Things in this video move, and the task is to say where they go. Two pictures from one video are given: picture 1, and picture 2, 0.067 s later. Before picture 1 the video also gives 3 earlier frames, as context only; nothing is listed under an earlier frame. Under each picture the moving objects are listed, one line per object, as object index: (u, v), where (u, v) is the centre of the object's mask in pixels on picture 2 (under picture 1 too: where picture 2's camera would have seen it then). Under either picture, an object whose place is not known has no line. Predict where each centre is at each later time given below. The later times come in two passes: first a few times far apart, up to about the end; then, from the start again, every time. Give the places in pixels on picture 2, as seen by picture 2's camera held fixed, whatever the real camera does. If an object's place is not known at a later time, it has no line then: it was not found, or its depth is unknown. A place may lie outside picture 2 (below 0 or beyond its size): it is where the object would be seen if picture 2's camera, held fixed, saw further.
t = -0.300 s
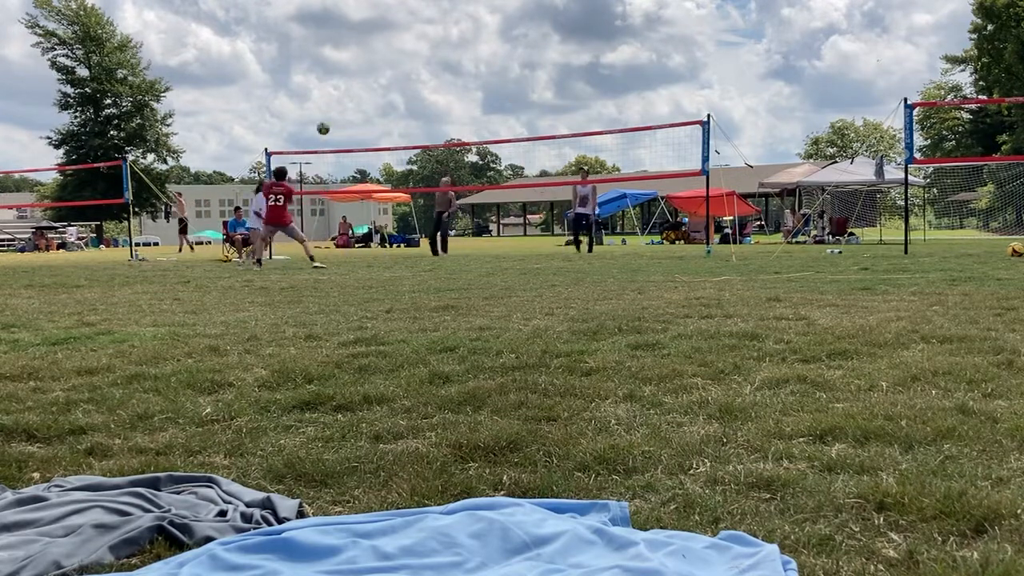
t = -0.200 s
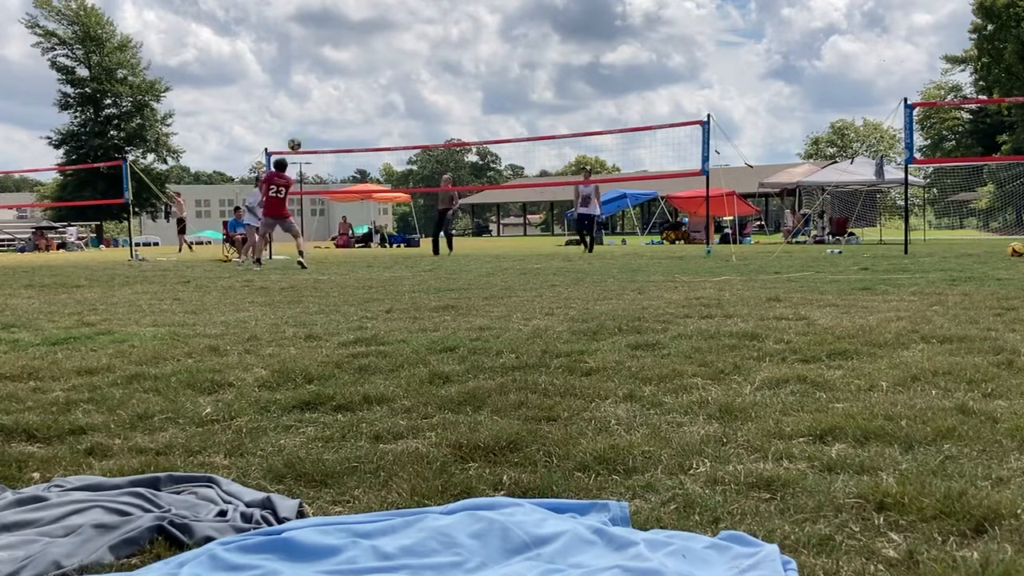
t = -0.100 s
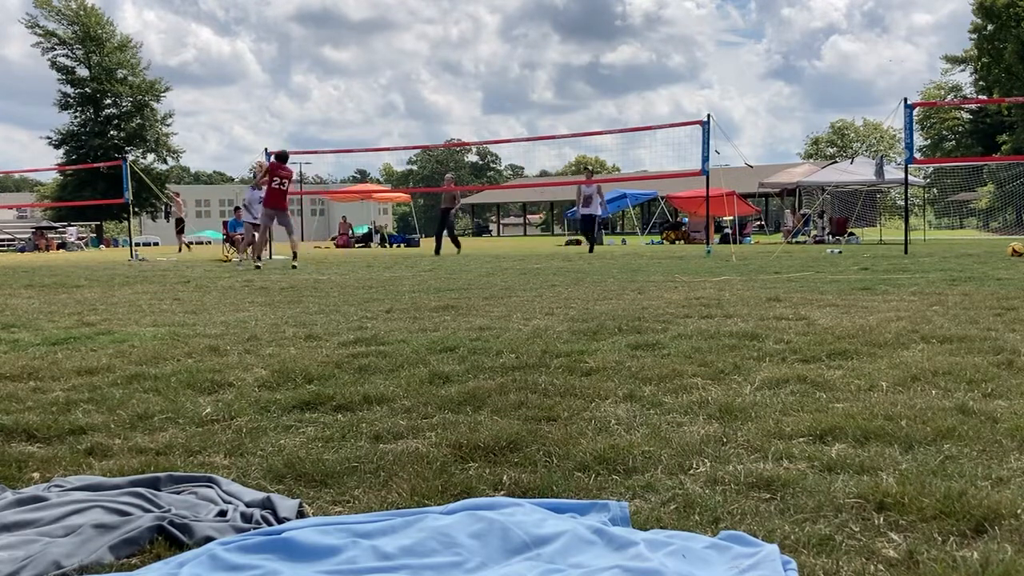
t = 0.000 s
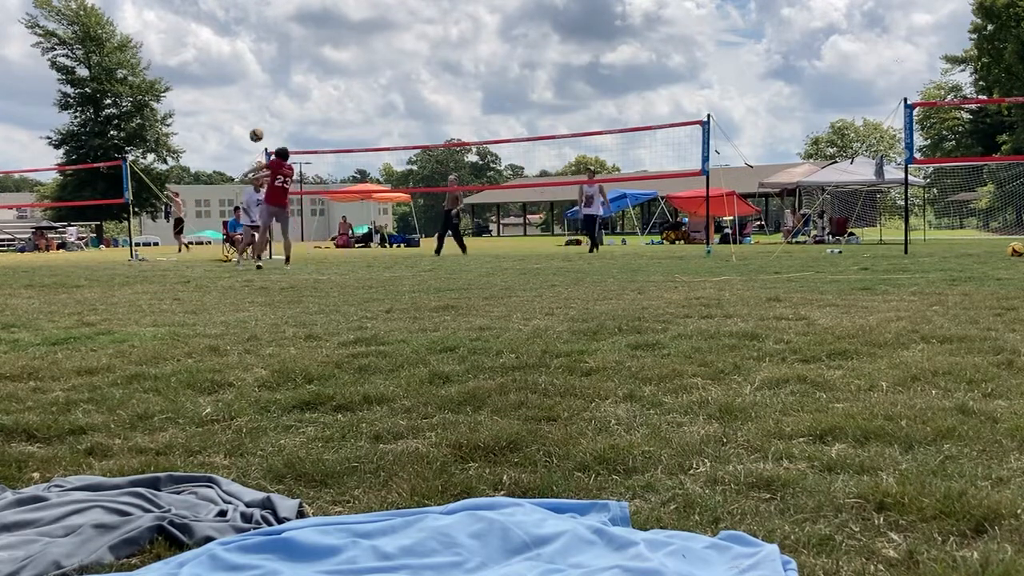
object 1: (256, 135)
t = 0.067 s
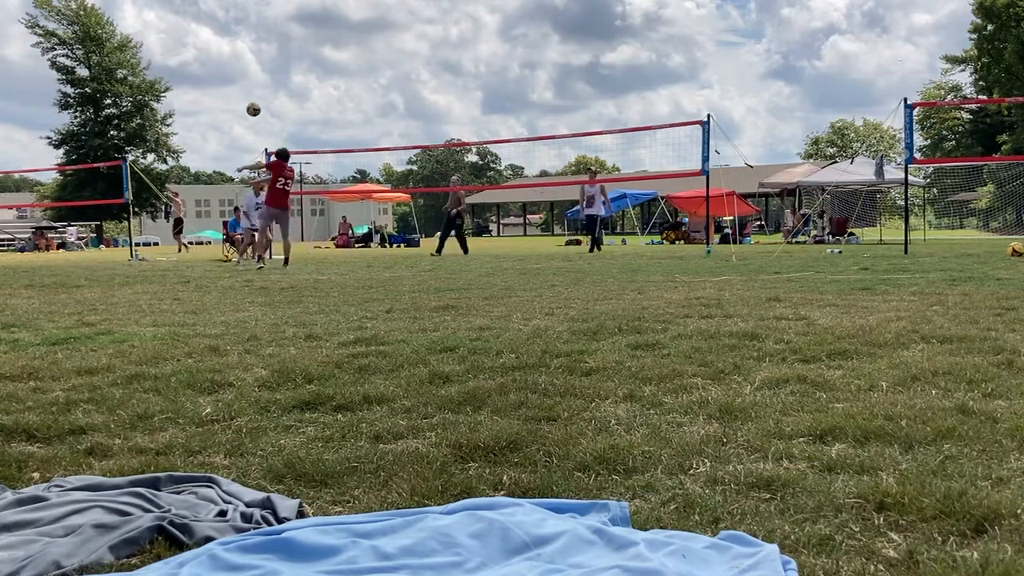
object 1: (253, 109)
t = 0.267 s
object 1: (246, 52)
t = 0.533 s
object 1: (239, 19)
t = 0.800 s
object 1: (234, 29)
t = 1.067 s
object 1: (231, 79)
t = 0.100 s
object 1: (252, 98)
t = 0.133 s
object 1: (251, 87)
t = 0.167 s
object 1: (249, 77)
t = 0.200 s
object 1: (248, 68)
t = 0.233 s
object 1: (247, 60)
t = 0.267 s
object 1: (246, 52)
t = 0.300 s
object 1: (245, 46)
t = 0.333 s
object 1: (244, 40)
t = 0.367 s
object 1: (243, 34)
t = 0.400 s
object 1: (242, 30)
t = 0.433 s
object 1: (241, 26)
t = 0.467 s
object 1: (240, 23)
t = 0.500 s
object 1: (240, 20)
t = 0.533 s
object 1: (239, 19)
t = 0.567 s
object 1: (238, 18)
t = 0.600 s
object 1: (237, 17)
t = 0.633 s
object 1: (237, 18)
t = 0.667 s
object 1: (236, 19)
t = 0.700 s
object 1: (236, 20)
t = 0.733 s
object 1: (235, 22)
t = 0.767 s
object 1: (234, 26)
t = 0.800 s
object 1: (234, 29)
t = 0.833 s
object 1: (233, 33)
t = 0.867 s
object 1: (233, 38)
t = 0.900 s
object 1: (233, 43)
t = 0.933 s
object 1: (232, 49)
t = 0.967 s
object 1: (232, 56)
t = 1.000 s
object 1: (232, 63)
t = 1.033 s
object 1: (231, 71)
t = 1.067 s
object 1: (231, 79)
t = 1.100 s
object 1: (231, 88)
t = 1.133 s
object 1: (231, 97)
